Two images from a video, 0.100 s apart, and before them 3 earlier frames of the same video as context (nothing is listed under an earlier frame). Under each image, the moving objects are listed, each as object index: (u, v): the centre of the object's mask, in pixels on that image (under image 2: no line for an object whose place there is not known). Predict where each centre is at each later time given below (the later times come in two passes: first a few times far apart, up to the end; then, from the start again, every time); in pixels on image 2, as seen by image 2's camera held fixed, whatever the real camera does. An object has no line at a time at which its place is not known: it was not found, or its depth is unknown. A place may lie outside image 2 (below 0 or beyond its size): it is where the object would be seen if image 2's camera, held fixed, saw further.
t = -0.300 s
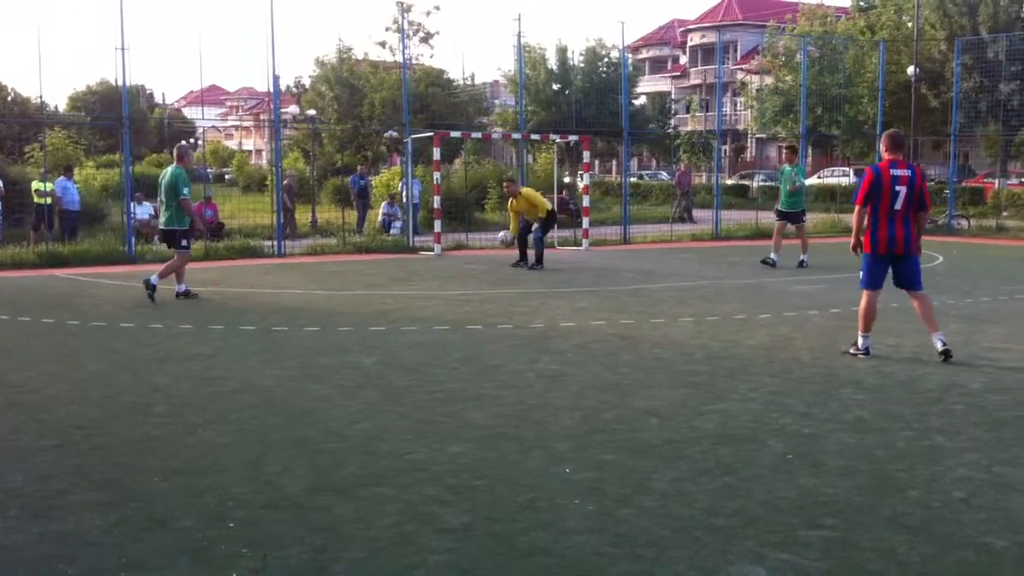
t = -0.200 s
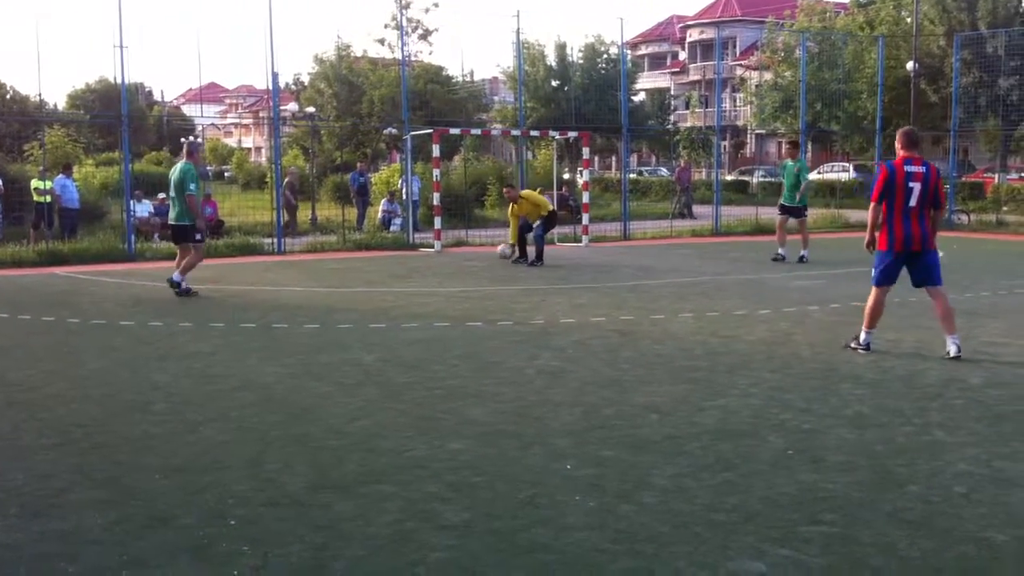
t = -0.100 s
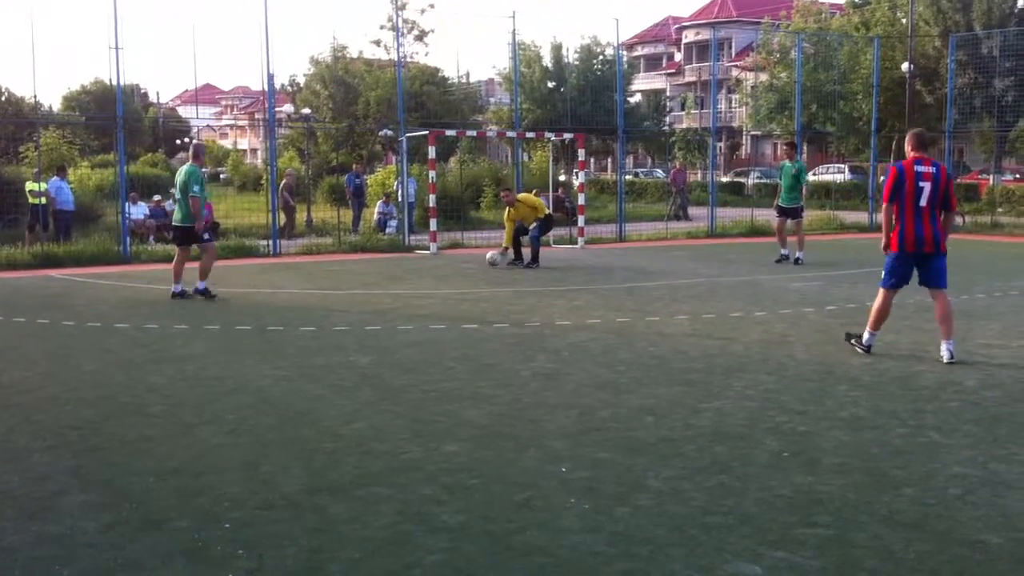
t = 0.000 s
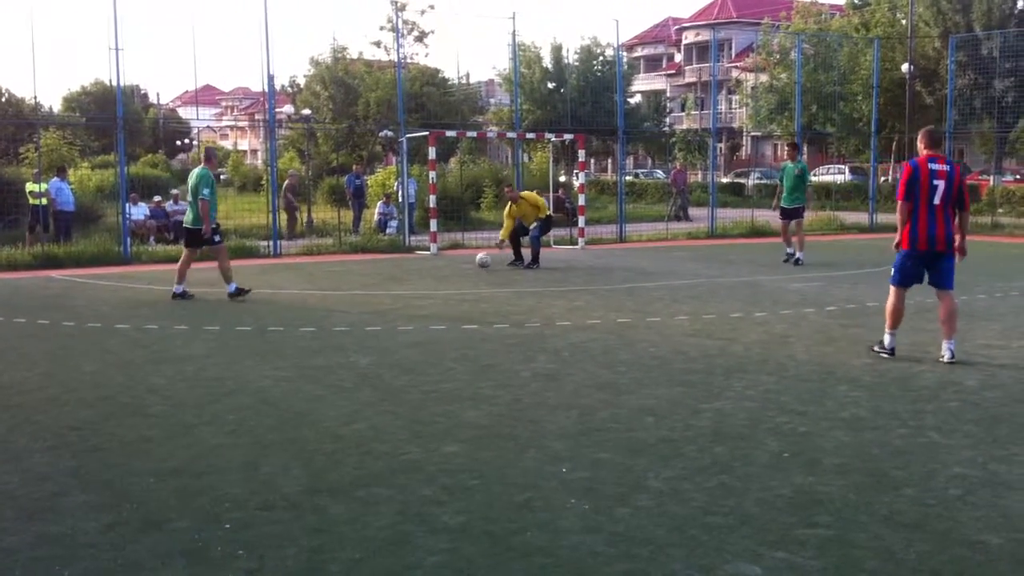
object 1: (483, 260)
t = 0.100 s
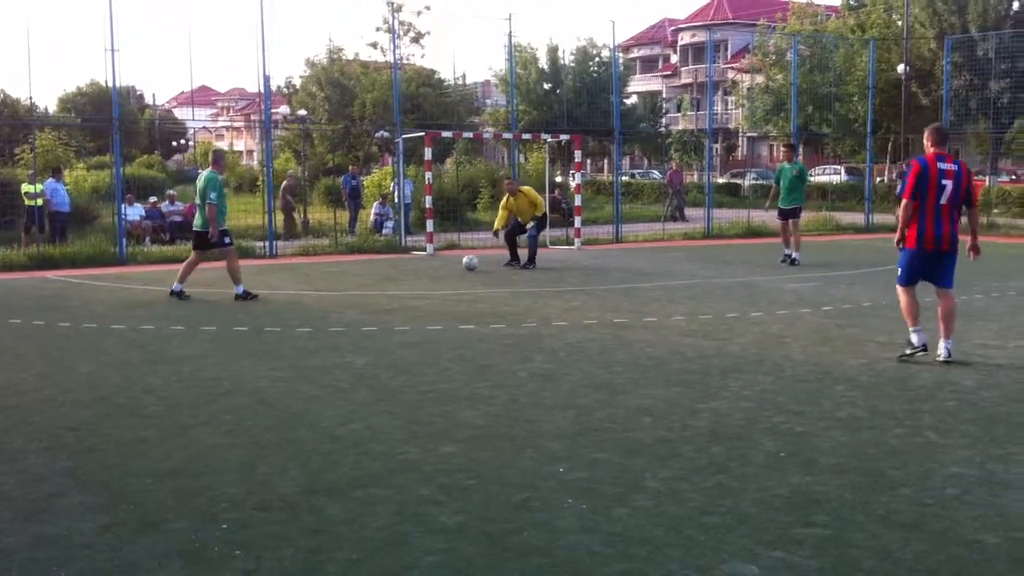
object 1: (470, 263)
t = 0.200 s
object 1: (462, 264)
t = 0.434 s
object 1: (443, 266)
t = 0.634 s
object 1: (426, 269)
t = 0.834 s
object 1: (409, 271)
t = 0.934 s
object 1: (399, 272)
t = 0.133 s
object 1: (468, 262)
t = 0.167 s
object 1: (465, 263)
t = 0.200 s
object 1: (462, 264)
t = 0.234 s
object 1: (460, 264)
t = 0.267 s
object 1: (457, 264)
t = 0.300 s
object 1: (454, 264)
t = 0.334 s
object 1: (452, 265)
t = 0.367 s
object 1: (449, 266)
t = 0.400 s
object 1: (446, 266)
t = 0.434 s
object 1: (443, 266)
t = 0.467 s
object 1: (440, 267)
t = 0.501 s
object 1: (437, 267)
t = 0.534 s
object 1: (435, 267)
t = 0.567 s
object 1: (432, 268)
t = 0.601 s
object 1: (429, 268)
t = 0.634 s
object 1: (426, 269)
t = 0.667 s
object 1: (422, 269)
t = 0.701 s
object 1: (420, 270)
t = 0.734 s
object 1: (417, 270)
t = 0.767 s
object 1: (414, 270)
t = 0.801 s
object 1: (411, 271)
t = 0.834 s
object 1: (409, 271)
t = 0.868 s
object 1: (405, 272)
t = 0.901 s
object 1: (401, 272)
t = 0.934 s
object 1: (399, 272)
